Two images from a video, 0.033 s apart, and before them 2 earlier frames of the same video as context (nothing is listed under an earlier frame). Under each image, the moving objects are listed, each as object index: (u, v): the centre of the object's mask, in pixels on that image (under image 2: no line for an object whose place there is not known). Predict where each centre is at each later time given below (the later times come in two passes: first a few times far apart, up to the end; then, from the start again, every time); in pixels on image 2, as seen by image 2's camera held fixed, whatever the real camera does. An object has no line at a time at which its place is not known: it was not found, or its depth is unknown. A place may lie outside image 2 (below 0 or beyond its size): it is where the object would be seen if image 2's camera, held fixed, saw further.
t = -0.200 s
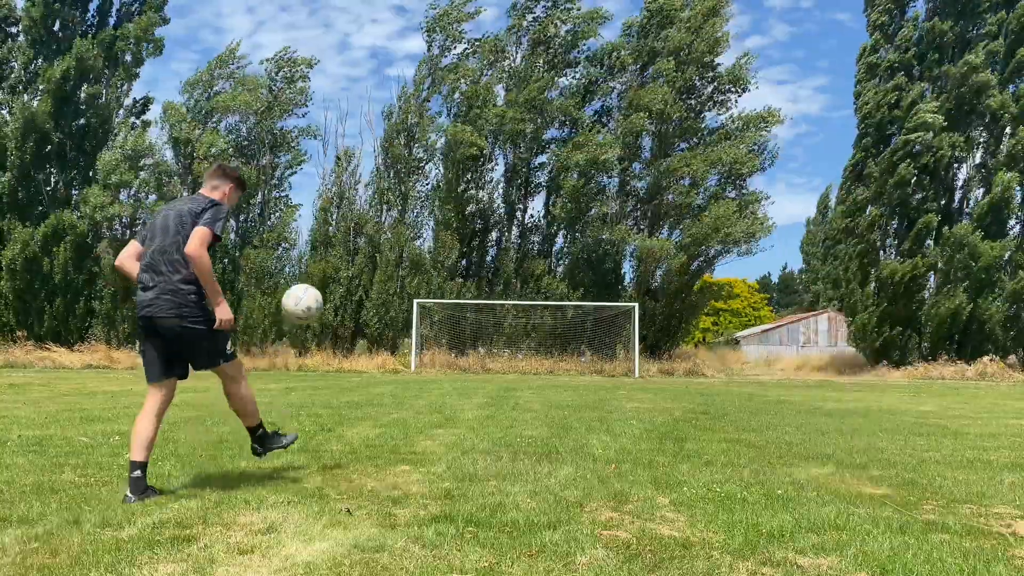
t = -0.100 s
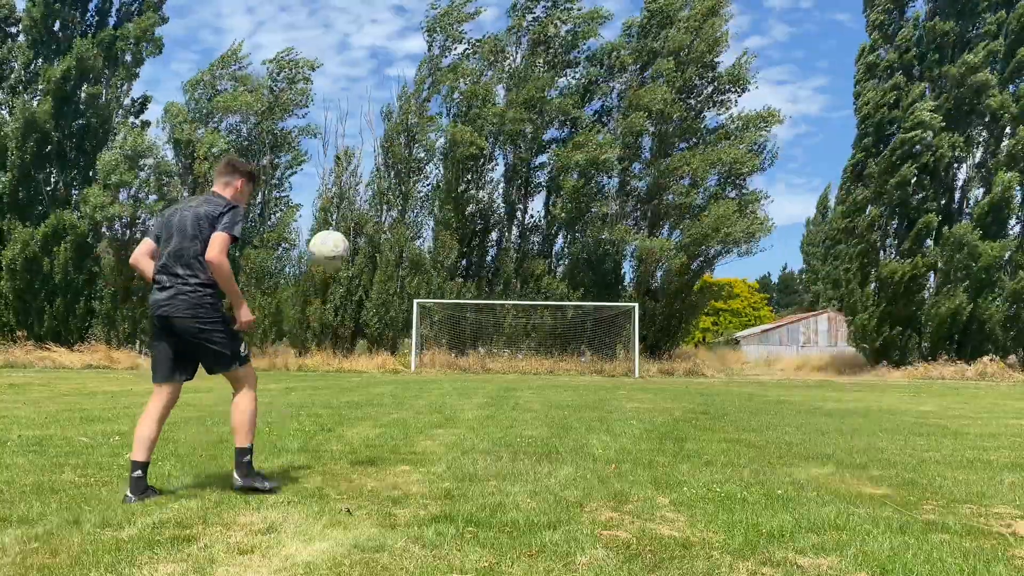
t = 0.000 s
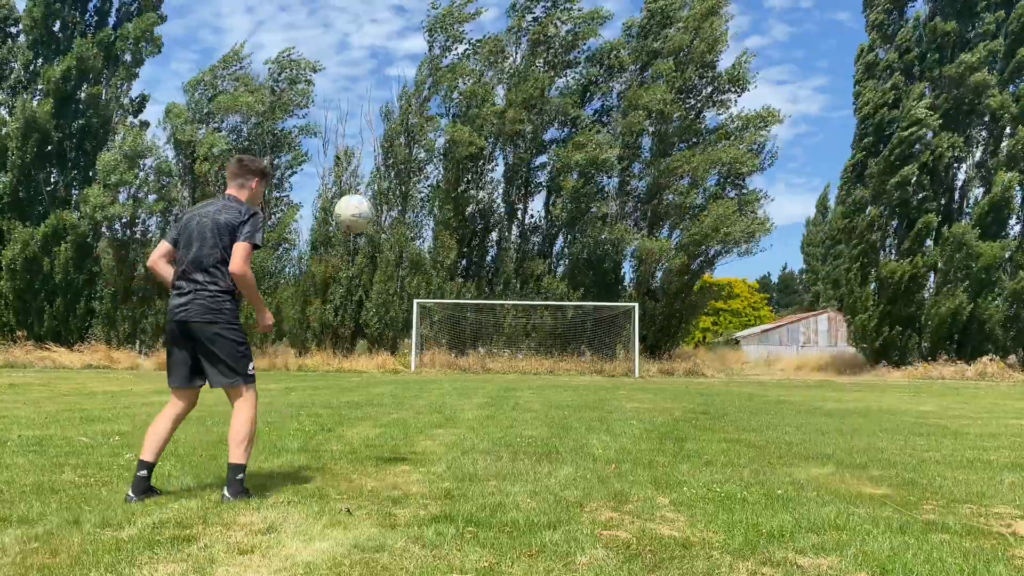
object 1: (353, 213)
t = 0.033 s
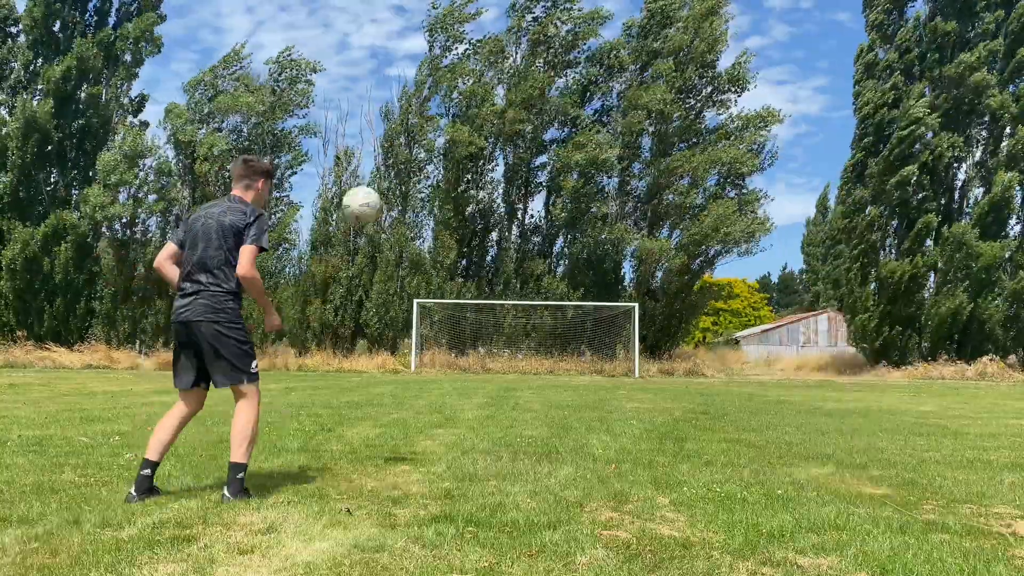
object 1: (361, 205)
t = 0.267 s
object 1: (415, 201)
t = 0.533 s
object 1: (470, 304)
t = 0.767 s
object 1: (513, 457)
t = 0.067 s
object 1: (370, 200)
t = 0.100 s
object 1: (378, 195)
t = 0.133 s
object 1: (385, 192)
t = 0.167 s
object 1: (393, 191)
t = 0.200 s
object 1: (400, 193)
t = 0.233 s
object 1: (408, 196)
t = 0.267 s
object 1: (415, 201)
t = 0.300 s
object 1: (423, 207)
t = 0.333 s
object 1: (429, 216)
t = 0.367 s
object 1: (436, 225)
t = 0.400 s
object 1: (443, 238)
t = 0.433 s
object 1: (450, 252)
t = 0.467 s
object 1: (457, 267)
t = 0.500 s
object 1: (463, 284)
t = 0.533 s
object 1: (470, 304)
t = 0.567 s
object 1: (476, 325)
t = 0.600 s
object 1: (483, 348)
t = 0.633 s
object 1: (489, 372)
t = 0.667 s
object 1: (496, 399)
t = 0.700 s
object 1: (502, 428)
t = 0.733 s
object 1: (509, 458)
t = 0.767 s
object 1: (513, 457)
